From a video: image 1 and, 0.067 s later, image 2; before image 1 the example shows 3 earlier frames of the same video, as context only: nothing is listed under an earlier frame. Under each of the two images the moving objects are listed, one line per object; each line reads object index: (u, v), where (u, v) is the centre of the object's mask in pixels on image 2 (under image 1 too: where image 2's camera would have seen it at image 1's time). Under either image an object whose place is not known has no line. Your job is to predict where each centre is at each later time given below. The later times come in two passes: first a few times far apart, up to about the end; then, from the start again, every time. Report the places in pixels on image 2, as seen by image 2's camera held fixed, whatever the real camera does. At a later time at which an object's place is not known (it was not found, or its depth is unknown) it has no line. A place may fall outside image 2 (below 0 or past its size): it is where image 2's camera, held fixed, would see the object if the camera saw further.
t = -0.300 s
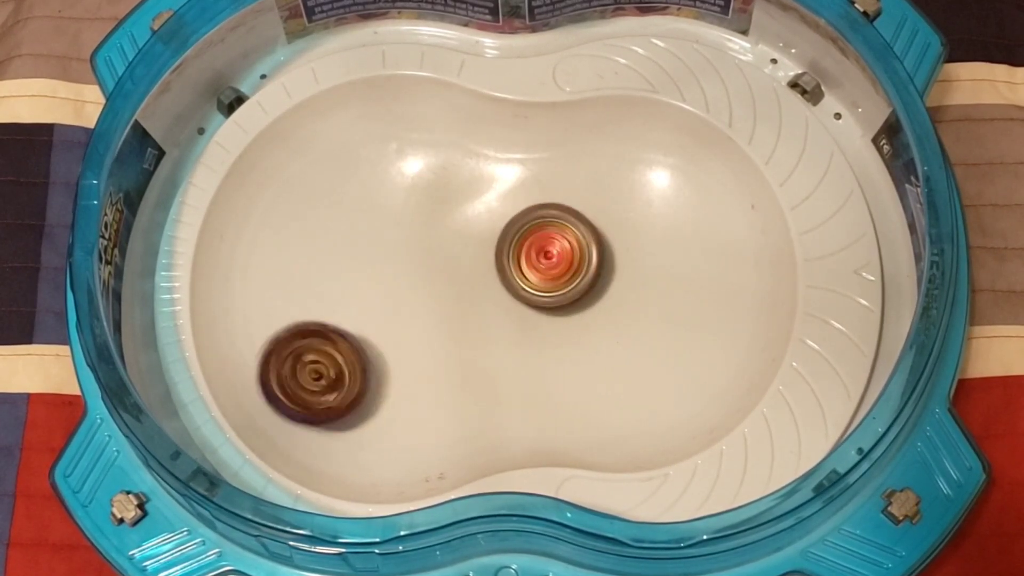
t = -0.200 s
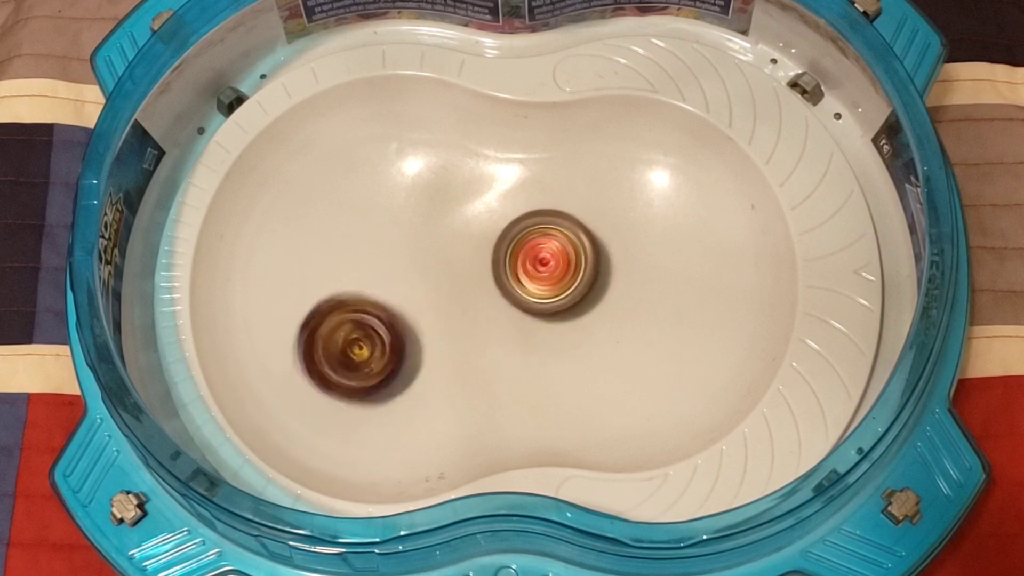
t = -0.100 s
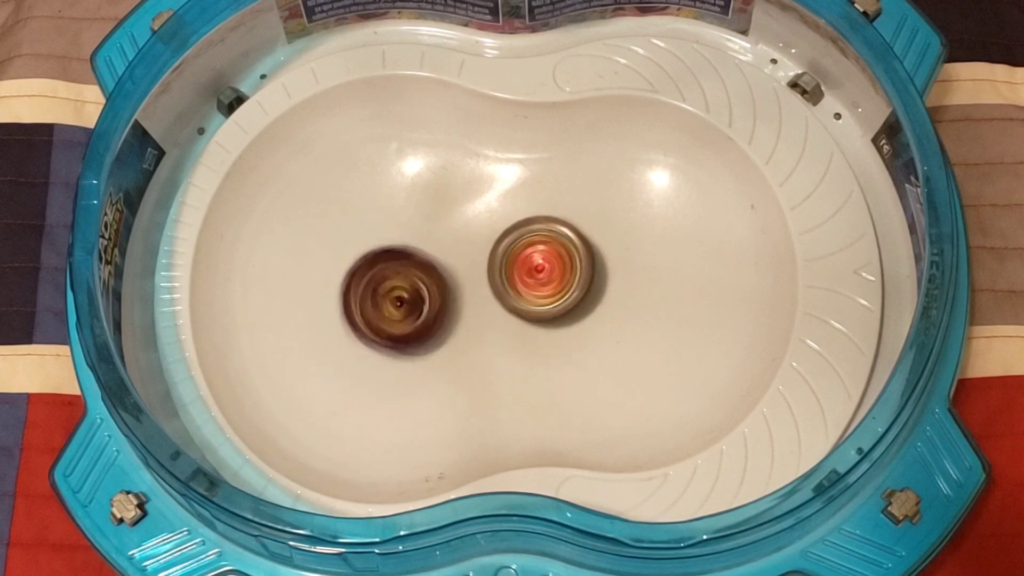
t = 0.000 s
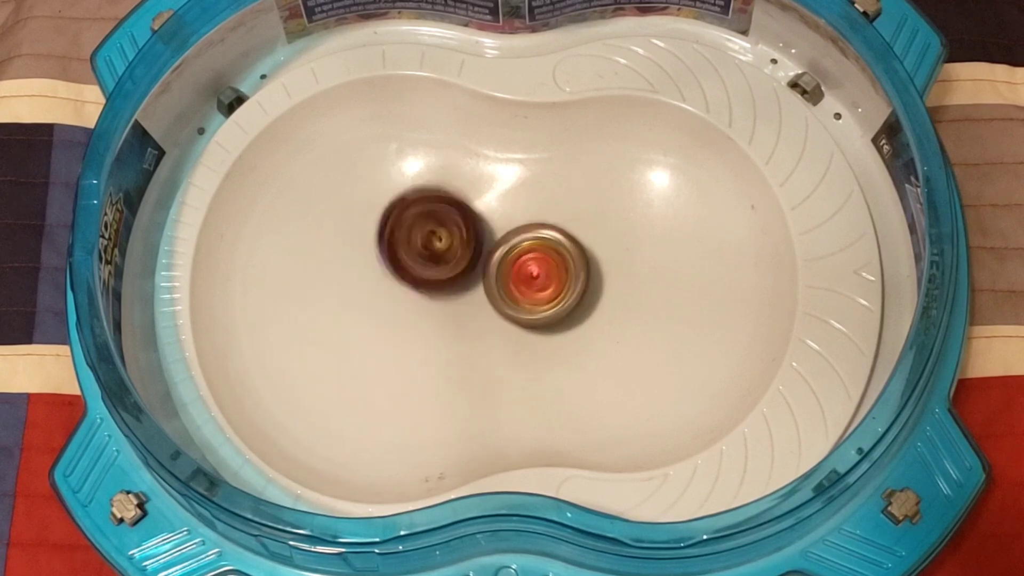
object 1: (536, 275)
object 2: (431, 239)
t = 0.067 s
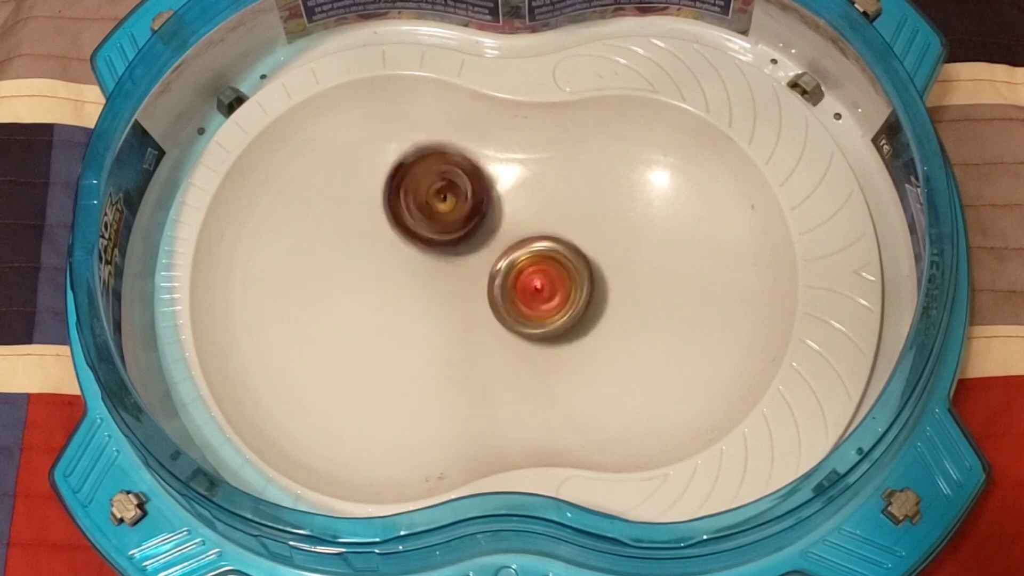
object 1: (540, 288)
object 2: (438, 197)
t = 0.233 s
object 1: (555, 308)
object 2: (414, 135)
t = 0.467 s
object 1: (561, 313)
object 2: (369, 230)
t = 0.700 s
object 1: (545, 301)
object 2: (387, 380)
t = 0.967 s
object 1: (498, 285)
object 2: (437, 392)
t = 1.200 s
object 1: (534, 213)
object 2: (292, 322)
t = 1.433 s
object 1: (529, 249)
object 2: (305, 253)
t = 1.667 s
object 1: (517, 291)
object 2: (456, 188)
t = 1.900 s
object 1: (519, 337)
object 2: (592, 275)
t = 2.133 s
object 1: (519, 323)
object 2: (663, 398)
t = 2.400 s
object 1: (479, 276)
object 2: (577, 303)
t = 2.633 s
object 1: (394, 212)
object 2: (536, 204)
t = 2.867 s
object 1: (376, 201)
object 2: (526, 247)
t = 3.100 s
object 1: (405, 236)
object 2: (506, 317)
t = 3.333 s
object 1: (430, 246)
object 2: (412, 384)
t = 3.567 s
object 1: (439, 287)
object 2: (375, 370)
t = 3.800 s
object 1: (451, 308)
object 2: (344, 318)
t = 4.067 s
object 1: (450, 321)
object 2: (378, 272)
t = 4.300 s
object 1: (449, 329)
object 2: (405, 245)
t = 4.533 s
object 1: (442, 320)
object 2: (407, 239)
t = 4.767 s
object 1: (431, 322)
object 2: (387, 243)
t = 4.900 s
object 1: (416, 331)
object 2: (378, 238)
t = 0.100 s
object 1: (545, 294)
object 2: (440, 176)
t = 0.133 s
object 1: (548, 298)
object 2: (440, 160)
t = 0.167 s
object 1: (550, 302)
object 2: (436, 146)
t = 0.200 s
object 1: (552, 306)
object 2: (425, 139)
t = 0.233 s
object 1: (555, 308)
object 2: (414, 135)
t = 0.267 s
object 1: (556, 310)
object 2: (403, 136)
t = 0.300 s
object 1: (558, 312)
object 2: (391, 142)
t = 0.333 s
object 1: (560, 313)
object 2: (381, 154)
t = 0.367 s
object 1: (561, 314)
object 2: (376, 169)
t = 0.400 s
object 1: (562, 314)
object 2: (372, 187)
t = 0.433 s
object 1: (562, 314)
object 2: (370, 209)
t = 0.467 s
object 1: (561, 313)
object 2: (369, 230)
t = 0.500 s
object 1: (561, 312)
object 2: (368, 253)
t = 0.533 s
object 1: (560, 311)
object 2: (370, 276)
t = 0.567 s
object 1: (558, 309)
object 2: (372, 301)
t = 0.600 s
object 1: (556, 307)
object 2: (374, 322)
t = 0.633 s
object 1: (552, 305)
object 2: (378, 343)
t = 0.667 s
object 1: (549, 303)
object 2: (384, 364)
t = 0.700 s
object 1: (545, 301)
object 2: (387, 380)
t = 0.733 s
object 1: (540, 299)
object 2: (395, 395)
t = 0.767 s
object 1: (535, 297)
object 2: (400, 405)
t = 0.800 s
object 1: (530, 294)
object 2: (407, 412)
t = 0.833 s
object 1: (524, 292)
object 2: (415, 414)
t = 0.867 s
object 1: (519, 291)
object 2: (425, 414)
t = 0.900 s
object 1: (512, 288)
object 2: (432, 409)
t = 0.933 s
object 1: (505, 286)
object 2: (437, 403)
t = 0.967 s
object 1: (498, 285)
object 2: (437, 392)
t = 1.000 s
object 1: (492, 282)
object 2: (434, 380)
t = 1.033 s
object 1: (485, 277)
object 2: (428, 366)
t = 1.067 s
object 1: (494, 264)
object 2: (403, 359)
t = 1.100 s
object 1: (508, 247)
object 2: (369, 355)
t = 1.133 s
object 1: (519, 230)
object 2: (335, 344)
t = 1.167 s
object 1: (527, 221)
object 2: (311, 334)
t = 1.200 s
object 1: (534, 213)
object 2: (292, 322)
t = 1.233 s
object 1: (539, 211)
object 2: (275, 310)
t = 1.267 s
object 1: (538, 212)
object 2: (263, 298)
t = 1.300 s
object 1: (536, 218)
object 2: (260, 286)
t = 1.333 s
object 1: (535, 227)
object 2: (266, 277)
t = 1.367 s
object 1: (534, 235)
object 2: (274, 269)
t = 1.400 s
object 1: (533, 242)
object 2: (288, 263)
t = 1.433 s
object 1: (529, 249)
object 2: (305, 253)
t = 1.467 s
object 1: (524, 259)
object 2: (322, 240)
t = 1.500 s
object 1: (522, 268)
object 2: (343, 229)
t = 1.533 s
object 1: (522, 275)
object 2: (365, 218)
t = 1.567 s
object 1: (520, 279)
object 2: (389, 208)
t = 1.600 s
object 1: (518, 283)
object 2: (411, 200)
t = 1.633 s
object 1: (516, 288)
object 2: (432, 194)
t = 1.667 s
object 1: (517, 291)
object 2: (456, 188)
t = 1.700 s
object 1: (519, 293)
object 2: (480, 190)
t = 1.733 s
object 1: (521, 297)
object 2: (497, 196)
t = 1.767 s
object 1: (520, 307)
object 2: (523, 206)
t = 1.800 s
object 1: (520, 317)
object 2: (541, 218)
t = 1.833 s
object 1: (519, 326)
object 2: (558, 233)
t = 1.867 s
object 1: (519, 333)
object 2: (576, 252)
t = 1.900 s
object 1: (519, 337)
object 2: (592, 275)
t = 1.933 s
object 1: (519, 338)
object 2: (611, 296)
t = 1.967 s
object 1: (520, 339)
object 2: (628, 320)
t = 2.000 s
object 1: (520, 338)
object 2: (644, 343)
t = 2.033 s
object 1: (519, 337)
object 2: (653, 361)
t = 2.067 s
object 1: (519, 333)
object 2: (660, 376)
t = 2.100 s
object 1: (520, 329)
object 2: (663, 389)
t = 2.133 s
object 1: (519, 323)
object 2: (663, 398)
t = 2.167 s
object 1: (517, 318)
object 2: (659, 398)
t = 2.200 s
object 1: (515, 311)
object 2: (653, 396)
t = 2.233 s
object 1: (514, 305)
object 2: (643, 388)
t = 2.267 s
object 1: (509, 300)
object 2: (630, 376)
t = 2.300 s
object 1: (506, 294)
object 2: (616, 356)
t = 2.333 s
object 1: (503, 290)
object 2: (601, 342)
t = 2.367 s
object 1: (492, 283)
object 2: (589, 320)
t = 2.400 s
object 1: (479, 276)
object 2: (577, 303)
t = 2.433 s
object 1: (467, 268)
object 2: (568, 290)
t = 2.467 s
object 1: (456, 259)
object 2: (562, 275)
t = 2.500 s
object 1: (441, 249)
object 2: (557, 259)
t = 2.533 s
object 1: (429, 239)
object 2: (547, 244)
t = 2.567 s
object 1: (419, 232)
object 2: (541, 229)
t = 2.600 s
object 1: (403, 220)
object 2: (538, 216)
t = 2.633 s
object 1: (394, 212)
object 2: (536, 204)
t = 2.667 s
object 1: (387, 207)
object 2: (539, 201)
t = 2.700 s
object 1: (380, 201)
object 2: (539, 203)
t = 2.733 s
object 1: (376, 198)
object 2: (537, 210)
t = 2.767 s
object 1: (376, 198)
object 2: (532, 219)
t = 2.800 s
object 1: (374, 196)
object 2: (529, 228)
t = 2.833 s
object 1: (373, 198)
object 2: (525, 237)
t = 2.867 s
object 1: (376, 201)
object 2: (526, 247)
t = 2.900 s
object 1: (379, 203)
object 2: (528, 260)
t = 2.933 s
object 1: (381, 208)
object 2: (528, 273)
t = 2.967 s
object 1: (386, 214)
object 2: (528, 284)
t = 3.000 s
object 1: (391, 218)
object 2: (525, 295)
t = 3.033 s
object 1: (394, 225)
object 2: (521, 303)
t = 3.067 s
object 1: (401, 232)
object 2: (516, 310)
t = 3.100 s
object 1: (405, 236)
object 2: (506, 317)
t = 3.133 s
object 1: (407, 244)
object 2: (498, 321)
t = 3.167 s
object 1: (412, 251)
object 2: (488, 323)
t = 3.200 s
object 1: (423, 251)
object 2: (471, 333)
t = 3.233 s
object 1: (424, 244)
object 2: (457, 349)
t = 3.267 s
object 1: (425, 242)
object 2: (445, 363)
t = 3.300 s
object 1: (427, 243)
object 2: (429, 375)
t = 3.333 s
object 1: (430, 246)
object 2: (412, 384)
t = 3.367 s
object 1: (431, 250)
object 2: (400, 392)
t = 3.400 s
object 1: (433, 255)
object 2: (393, 396)
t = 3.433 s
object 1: (435, 260)
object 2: (388, 395)
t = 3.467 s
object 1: (437, 267)
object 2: (386, 391)
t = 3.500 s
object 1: (438, 273)
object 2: (384, 384)
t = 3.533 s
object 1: (439, 281)
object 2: (380, 377)
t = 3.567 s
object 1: (439, 287)
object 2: (375, 370)
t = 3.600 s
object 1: (439, 292)
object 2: (368, 364)
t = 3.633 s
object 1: (439, 297)
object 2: (359, 358)
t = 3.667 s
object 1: (441, 300)
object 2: (353, 349)
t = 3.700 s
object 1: (446, 302)
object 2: (345, 342)
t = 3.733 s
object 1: (449, 304)
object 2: (339, 334)
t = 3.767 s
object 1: (451, 306)
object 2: (340, 326)
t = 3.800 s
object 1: (451, 308)
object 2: (344, 318)
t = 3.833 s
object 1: (450, 309)
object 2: (350, 310)
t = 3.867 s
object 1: (449, 310)
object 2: (356, 303)
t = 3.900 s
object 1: (448, 311)
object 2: (360, 296)
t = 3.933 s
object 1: (451, 314)
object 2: (361, 290)
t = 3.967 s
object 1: (450, 317)
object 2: (363, 286)
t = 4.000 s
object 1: (450, 318)
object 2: (367, 282)
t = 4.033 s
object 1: (449, 319)
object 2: (372, 278)
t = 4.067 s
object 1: (450, 321)
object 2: (378, 272)
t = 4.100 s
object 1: (449, 323)
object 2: (384, 266)
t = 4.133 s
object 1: (450, 324)
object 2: (388, 261)
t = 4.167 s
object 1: (450, 324)
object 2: (392, 257)
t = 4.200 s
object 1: (450, 328)
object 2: (396, 253)
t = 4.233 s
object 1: (450, 330)
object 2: (399, 249)
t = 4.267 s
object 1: (450, 329)
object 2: (402, 248)
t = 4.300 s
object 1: (449, 329)
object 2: (405, 245)
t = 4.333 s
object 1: (450, 327)
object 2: (408, 244)
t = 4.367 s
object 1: (449, 326)
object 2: (410, 243)
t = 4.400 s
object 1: (450, 323)
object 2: (412, 242)
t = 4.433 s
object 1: (449, 321)
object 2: (412, 240)
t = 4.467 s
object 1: (447, 322)
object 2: (412, 239)
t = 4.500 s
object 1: (444, 322)
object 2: (410, 238)
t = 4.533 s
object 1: (442, 320)
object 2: (407, 239)
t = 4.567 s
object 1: (440, 321)
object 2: (404, 239)
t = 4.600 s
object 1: (438, 320)
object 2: (401, 239)
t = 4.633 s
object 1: (437, 323)
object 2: (399, 238)
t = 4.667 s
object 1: (435, 321)
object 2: (397, 239)
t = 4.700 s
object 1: (436, 320)
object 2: (395, 241)
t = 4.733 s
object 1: (434, 319)
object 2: (391, 243)
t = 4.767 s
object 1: (431, 322)
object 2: (387, 243)
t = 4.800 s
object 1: (427, 321)
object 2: (383, 245)
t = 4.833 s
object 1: (426, 320)
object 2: (380, 246)
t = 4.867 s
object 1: (423, 322)
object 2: (378, 248)
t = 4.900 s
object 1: (416, 331)
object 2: (378, 238)
